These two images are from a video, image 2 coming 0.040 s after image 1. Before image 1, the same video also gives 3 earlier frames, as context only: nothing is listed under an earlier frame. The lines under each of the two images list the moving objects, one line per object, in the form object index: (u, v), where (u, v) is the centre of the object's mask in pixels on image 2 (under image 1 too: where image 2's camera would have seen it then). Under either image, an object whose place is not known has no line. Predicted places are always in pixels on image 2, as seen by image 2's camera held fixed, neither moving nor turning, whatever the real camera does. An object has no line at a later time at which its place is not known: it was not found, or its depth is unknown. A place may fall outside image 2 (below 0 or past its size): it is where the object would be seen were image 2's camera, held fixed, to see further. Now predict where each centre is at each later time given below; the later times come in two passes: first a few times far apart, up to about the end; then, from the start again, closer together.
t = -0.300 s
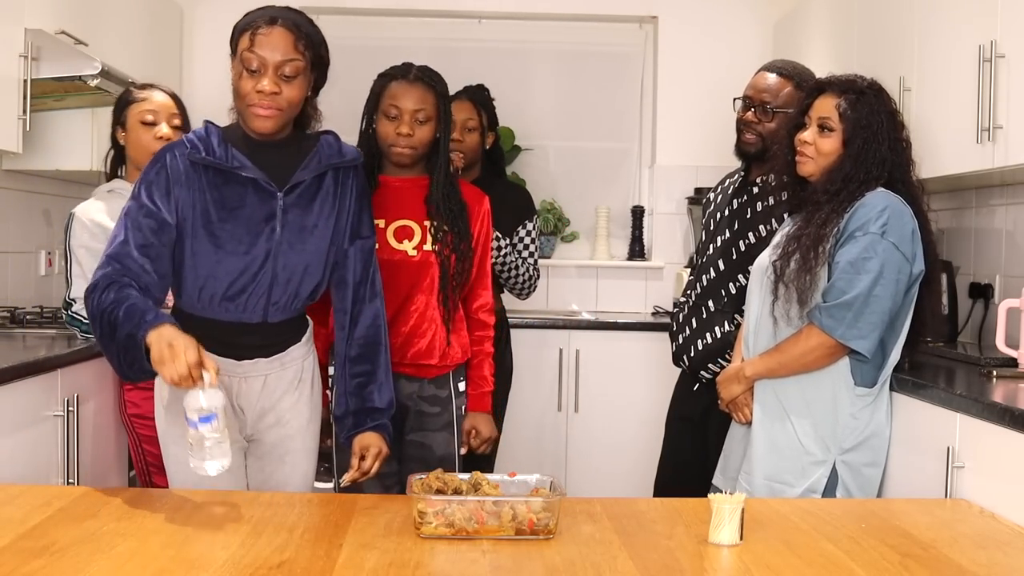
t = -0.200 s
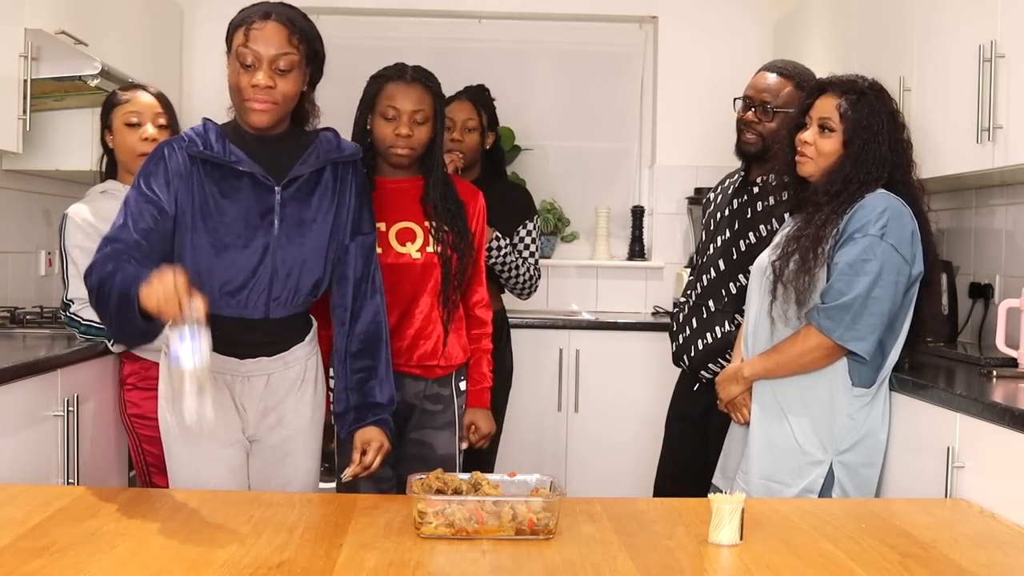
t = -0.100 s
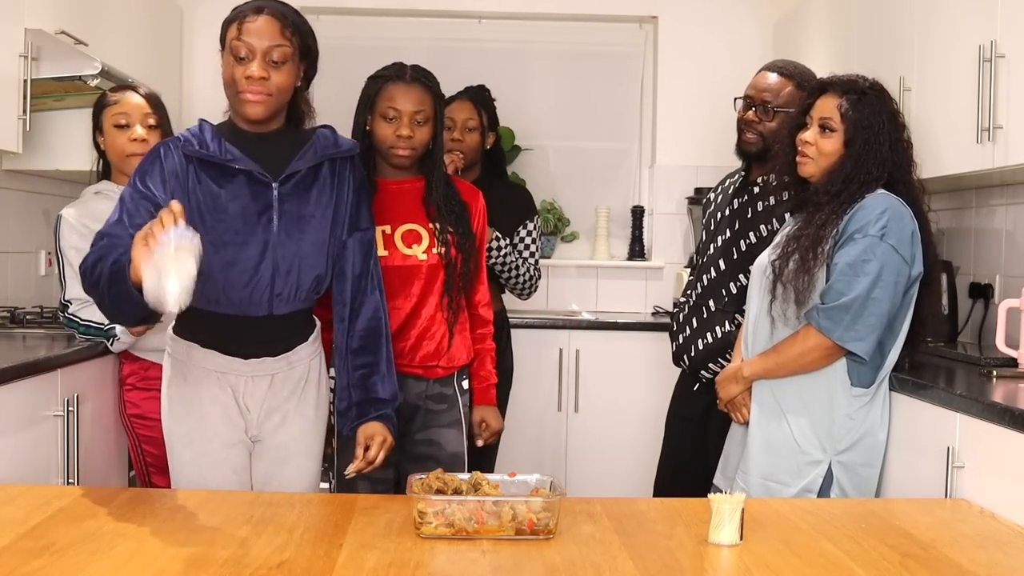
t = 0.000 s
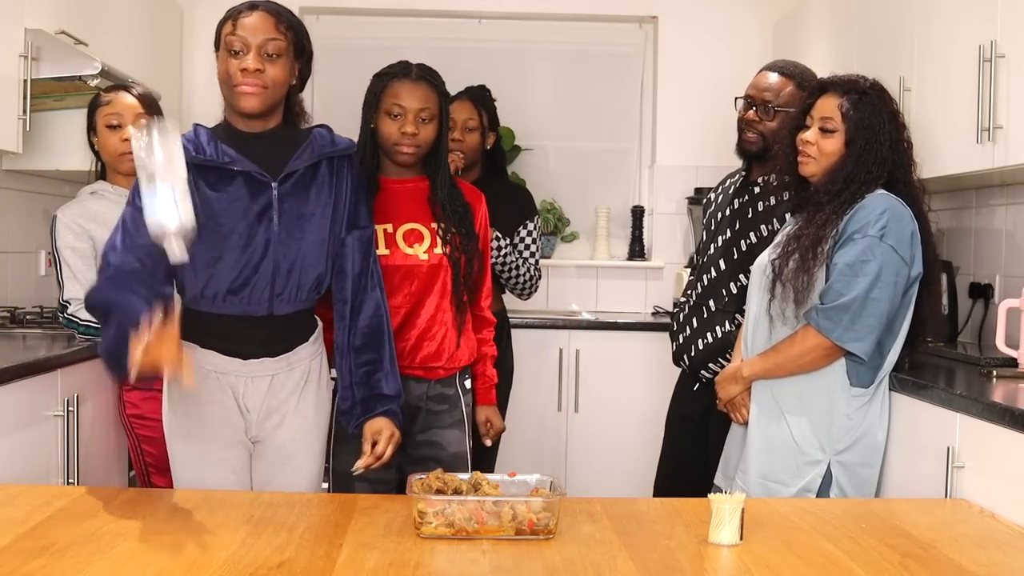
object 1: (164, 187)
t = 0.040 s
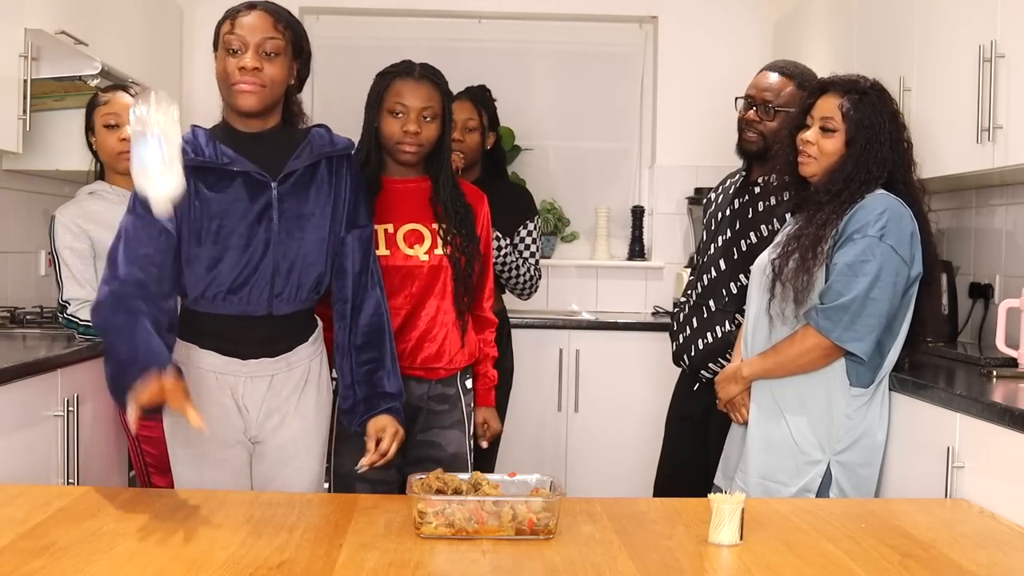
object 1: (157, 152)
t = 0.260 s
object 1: (128, 201)
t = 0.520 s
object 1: (88, 543)
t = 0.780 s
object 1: (85, 550)
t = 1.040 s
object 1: (84, 549)
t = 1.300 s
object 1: (84, 549)
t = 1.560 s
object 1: (84, 549)
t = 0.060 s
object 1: (153, 138)
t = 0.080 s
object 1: (150, 128)
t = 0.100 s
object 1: (148, 122)
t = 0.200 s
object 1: (135, 147)
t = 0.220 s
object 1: (133, 162)
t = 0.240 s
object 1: (131, 180)
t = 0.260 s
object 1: (128, 201)
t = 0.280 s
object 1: (126, 226)
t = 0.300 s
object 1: (124, 255)
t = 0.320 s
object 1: (121, 287)
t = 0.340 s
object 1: (117, 323)
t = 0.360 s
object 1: (114, 363)
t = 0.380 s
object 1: (111, 404)
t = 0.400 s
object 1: (109, 444)
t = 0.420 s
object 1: (107, 494)
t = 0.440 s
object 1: (98, 515)
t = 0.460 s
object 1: (87, 533)
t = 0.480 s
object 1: (92, 542)
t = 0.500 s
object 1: (89, 542)
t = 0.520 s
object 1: (88, 543)
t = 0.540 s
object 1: (87, 546)
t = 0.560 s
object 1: (86, 549)
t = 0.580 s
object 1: (85, 549)
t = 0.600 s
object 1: (84, 549)
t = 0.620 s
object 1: (83, 549)
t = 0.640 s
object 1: (83, 549)
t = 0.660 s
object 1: (83, 549)
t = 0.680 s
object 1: (83, 549)
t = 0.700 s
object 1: (84, 549)
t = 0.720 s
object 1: (84, 549)
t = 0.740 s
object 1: (85, 550)
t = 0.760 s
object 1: (85, 549)
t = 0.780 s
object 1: (85, 550)
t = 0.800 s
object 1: (85, 549)
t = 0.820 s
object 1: (85, 549)
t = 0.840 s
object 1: (84, 549)
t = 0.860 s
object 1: (84, 549)
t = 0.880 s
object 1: (84, 549)
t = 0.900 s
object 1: (84, 549)
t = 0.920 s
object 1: (84, 549)
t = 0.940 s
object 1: (84, 549)
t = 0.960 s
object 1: (84, 549)
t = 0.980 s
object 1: (84, 549)
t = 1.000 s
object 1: (84, 549)
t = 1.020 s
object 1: (84, 549)
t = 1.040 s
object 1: (84, 549)
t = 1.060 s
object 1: (84, 549)
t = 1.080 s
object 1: (84, 549)
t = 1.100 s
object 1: (84, 549)
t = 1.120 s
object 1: (84, 549)
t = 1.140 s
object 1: (84, 549)
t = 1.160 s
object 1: (84, 549)
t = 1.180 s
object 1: (84, 549)
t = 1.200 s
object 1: (84, 549)
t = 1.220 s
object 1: (84, 549)
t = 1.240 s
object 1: (84, 549)
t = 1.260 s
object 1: (84, 549)
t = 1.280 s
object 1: (84, 549)
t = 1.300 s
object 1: (84, 549)
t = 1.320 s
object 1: (84, 549)
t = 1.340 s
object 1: (84, 549)
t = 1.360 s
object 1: (84, 549)
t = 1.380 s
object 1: (84, 549)
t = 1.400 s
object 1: (84, 549)
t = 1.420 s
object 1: (84, 549)
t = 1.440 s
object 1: (84, 549)
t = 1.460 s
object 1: (84, 549)
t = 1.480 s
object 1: (84, 549)
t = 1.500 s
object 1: (84, 549)
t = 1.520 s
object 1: (84, 549)
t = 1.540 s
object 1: (84, 549)
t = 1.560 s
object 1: (84, 549)
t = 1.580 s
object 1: (84, 549)
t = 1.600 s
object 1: (84, 549)
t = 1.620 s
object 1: (84, 549)
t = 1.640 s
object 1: (84, 549)
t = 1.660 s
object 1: (84, 549)
